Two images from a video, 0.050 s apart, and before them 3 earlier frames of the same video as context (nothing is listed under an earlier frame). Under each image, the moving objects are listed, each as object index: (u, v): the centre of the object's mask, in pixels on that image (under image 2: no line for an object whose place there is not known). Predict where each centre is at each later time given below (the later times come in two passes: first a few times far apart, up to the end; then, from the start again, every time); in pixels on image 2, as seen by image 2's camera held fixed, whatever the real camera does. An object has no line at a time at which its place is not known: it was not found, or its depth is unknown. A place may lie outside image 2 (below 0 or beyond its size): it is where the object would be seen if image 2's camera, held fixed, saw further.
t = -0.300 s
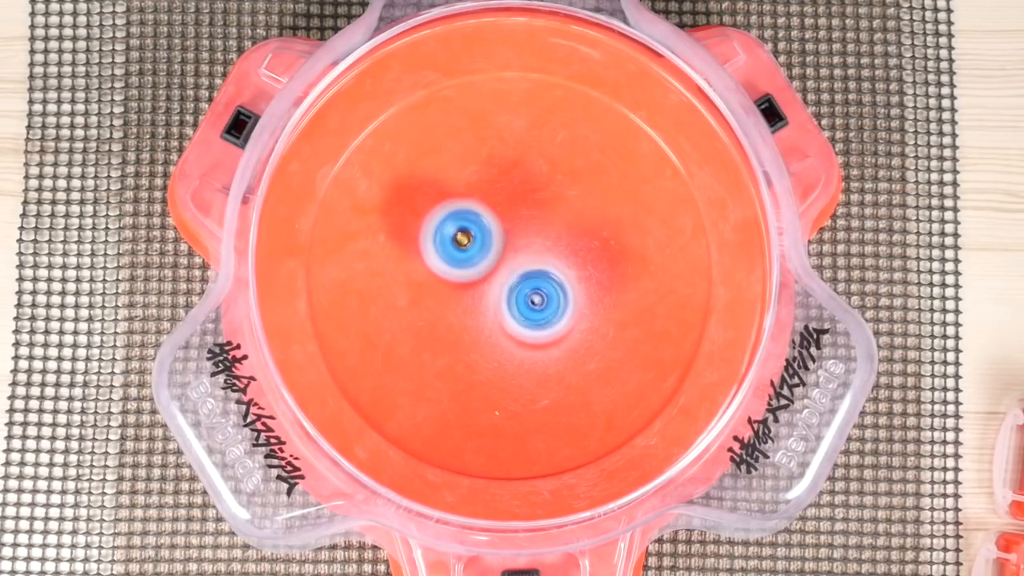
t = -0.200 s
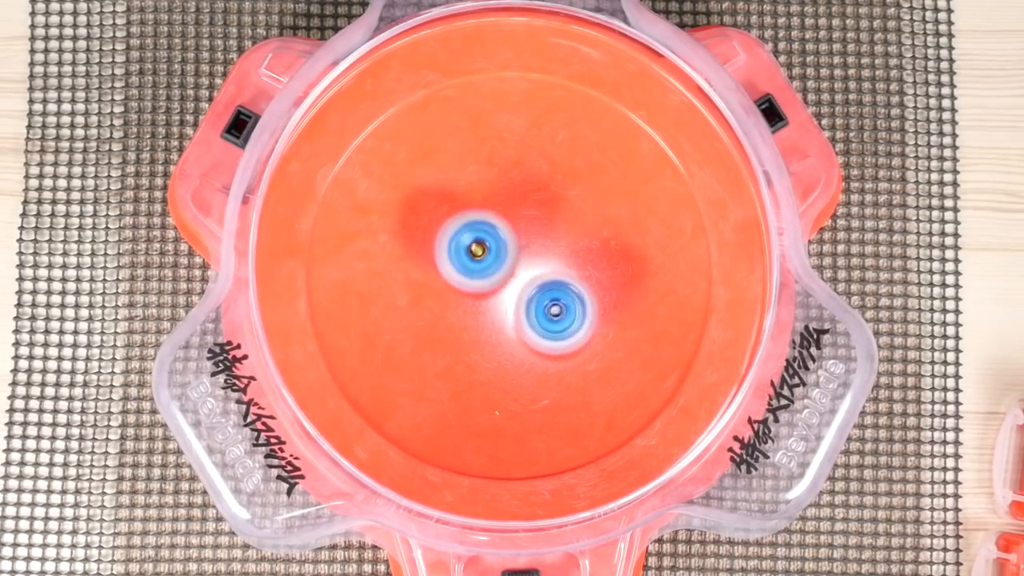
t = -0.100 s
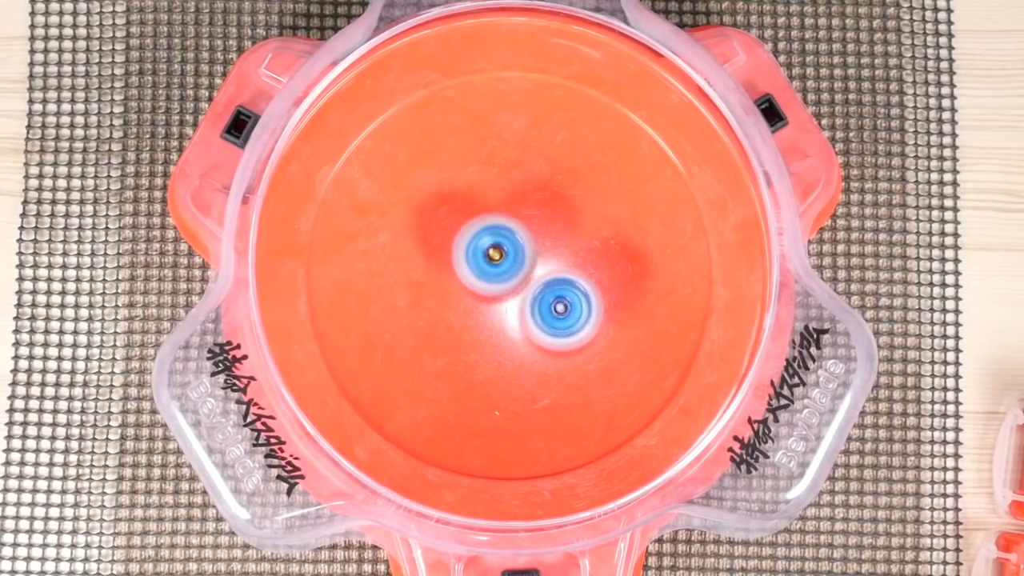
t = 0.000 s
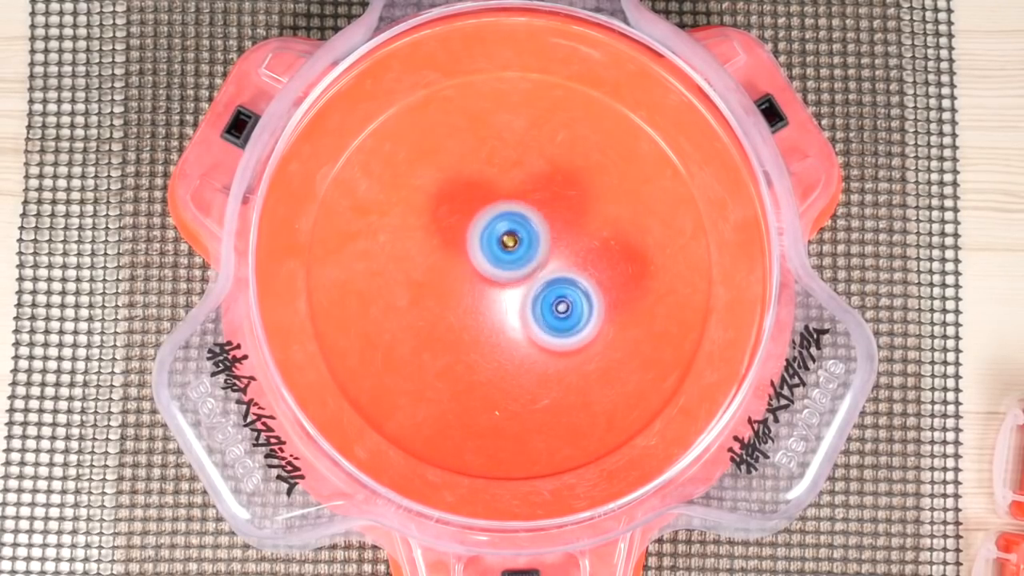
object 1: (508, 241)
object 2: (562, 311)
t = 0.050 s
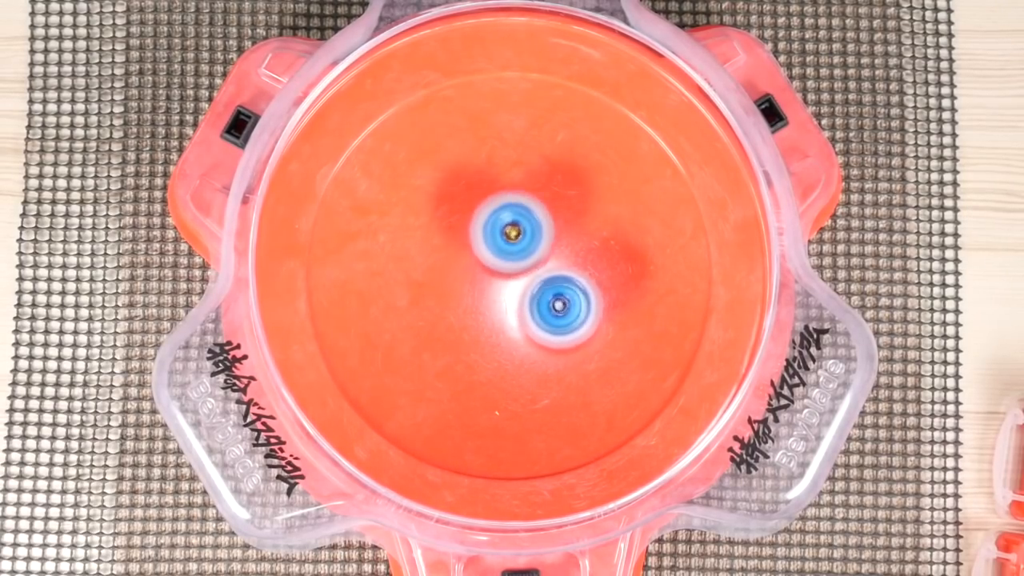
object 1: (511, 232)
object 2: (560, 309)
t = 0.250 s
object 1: (530, 234)
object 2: (535, 327)
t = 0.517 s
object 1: (541, 249)
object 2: (476, 314)
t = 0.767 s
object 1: (555, 284)
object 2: (482, 219)
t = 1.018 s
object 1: (497, 328)
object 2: (565, 270)
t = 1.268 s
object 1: (451, 245)
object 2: (509, 313)
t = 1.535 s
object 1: (550, 210)
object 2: (482, 263)
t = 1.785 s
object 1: (548, 349)
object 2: (518, 264)
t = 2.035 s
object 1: (439, 254)
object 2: (527, 266)
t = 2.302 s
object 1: (564, 240)
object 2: (504, 305)
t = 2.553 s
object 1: (509, 335)
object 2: (499, 245)
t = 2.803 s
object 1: (475, 235)
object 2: (545, 285)
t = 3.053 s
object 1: (563, 277)
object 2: (475, 283)
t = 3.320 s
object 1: (470, 300)
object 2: (543, 253)
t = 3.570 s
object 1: (532, 228)
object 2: (492, 307)
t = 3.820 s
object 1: (509, 324)
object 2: (504, 234)
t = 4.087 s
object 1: (495, 232)
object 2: (520, 317)
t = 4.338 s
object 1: (548, 299)
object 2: (488, 237)
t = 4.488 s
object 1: (478, 307)
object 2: (547, 255)
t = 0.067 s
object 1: (511, 226)
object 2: (553, 305)
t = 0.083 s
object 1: (507, 223)
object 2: (541, 304)
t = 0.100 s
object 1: (502, 224)
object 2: (530, 307)
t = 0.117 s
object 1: (502, 225)
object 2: (521, 308)
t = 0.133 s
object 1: (503, 229)
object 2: (515, 315)
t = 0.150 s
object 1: (509, 233)
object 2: (514, 327)
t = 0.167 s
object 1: (513, 237)
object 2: (517, 341)
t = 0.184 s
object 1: (520, 240)
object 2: (527, 350)
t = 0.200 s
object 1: (526, 240)
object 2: (538, 348)
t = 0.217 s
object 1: (530, 241)
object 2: (544, 340)
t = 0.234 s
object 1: (529, 243)
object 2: (542, 328)
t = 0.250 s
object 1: (530, 234)
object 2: (535, 327)
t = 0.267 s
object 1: (529, 235)
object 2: (525, 322)
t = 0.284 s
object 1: (527, 235)
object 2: (511, 321)
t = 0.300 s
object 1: (531, 238)
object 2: (501, 322)
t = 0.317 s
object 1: (533, 242)
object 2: (496, 327)
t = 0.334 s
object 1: (532, 246)
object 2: (493, 332)
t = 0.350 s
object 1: (532, 250)
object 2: (495, 338)
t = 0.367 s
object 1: (533, 256)
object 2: (500, 338)
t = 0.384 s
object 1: (537, 254)
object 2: (495, 340)
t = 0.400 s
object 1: (535, 258)
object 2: (493, 337)
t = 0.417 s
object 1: (536, 258)
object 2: (490, 336)
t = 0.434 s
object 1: (536, 258)
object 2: (490, 334)
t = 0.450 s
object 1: (537, 258)
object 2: (488, 330)
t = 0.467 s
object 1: (539, 254)
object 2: (483, 328)
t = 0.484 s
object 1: (538, 253)
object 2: (481, 322)
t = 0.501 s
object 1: (539, 251)
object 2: (479, 317)
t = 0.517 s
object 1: (541, 249)
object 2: (476, 314)
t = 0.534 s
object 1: (540, 248)
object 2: (477, 308)
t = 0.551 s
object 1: (543, 245)
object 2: (474, 306)
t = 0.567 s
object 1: (544, 242)
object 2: (468, 304)
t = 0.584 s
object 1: (544, 241)
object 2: (460, 294)
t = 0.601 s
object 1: (542, 242)
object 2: (453, 279)
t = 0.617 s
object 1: (540, 243)
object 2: (445, 265)
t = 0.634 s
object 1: (538, 245)
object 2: (439, 256)
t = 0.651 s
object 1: (536, 248)
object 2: (437, 254)
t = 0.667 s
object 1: (534, 251)
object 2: (444, 251)
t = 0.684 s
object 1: (537, 256)
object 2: (449, 246)
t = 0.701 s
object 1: (540, 262)
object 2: (455, 242)
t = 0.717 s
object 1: (548, 269)
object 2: (458, 236)
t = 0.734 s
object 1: (552, 275)
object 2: (465, 231)
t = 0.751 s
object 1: (555, 279)
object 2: (474, 225)
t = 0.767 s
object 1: (555, 284)
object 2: (482, 219)
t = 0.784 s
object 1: (554, 287)
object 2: (490, 211)
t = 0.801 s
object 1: (551, 291)
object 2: (498, 204)
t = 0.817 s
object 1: (548, 297)
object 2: (504, 201)
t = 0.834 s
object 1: (545, 301)
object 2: (510, 200)
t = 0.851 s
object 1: (541, 304)
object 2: (516, 204)
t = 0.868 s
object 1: (536, 310)
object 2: (522, 208)
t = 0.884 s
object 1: (531, 315)
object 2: (528, 214)
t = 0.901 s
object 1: (528, 319)
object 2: (535, 222)
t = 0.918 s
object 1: (524, 320)
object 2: (541, 230)
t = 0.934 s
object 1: (519, 322)
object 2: (548, 239)
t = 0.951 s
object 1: (515, 326)
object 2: (554, 245)
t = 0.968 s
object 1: (512, 327)
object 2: (558, 252)
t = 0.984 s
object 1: (506, 328)
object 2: (562, 258)
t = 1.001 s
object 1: (501, 329)
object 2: (564, 265)
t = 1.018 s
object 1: (497, 328)
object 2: (565, 270)
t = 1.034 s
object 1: (491, 327)
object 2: (567, 275)
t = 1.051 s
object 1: (486, 325)
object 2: (565, 279)
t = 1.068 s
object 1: (482, 322)
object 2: (563, 285)
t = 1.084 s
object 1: (476, 318)
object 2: (559, 290)
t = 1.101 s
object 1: (471, 315)
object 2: (557, 295)
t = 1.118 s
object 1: (465, 310)
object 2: (554, 300)
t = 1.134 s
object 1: (459, 305)
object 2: (548, 301)
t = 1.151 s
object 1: (454, 299)
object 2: (544, 304)
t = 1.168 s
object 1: (450, 293)
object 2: (537, 303)
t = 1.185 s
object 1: (447, 285)
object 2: (533, 305)
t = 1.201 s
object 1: (445, 279)
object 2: (530, 307)
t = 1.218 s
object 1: (445, 270)
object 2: (523, 314)
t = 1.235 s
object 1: (446, 263)
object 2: (519, 314)
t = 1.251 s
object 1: (449, 253)
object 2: (515, 315)
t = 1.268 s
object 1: (451, 245)
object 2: (509, 313)
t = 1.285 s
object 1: (455, 236)
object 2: (504, 311)
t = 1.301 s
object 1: (459, 229)
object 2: (499, 308)
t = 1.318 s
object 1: (464, 221)
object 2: (494, 304)
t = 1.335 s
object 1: (470, 216)
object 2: (489, 300)
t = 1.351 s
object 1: (475, 209)
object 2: (486, 295)
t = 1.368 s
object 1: (481, 204)
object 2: (484, 290)
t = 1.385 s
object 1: (486, 199)
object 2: (482, 286)
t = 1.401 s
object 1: (493, 195)
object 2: (480, 282)
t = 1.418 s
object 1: (500, 193)
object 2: (479, 277)
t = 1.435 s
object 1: (506, 190)
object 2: (480, 272)
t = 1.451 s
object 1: (514, 190)
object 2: (480, 270)
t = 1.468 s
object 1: (521, 190)
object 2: (480, 269)
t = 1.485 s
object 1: (529, 192)
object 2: (481, 267)
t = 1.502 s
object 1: (537, 197)
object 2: (481, 265)
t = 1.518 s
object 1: (543, 204)
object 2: (482, 264)
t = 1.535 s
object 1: (550, 210)
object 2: (482, 263)
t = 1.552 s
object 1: (557, 220)
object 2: (483, 264)
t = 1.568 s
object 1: (563, 232)
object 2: (484, 265)
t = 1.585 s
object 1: (567, 243)
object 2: (486, 266)
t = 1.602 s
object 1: (573, 253)
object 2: (488, 266)
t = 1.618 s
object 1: (577, 266)
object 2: (490, 265)
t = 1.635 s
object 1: (579, 279)
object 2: (493, 264)
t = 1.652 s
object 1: (580, 290)
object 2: (497, 263)
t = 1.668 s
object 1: (581, 299)
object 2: (500, 262)
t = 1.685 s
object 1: (581, 310)
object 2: (504, 262)
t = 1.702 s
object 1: (577, 319)
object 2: (506, 262)
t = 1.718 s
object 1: (572, 327)
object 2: (509, 262)
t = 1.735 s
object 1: (567, 335)
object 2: (511, 262)
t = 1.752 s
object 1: (563, 341)
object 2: (514, 263)
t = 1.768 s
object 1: (556, 346)
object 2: (516, 263)
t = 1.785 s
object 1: (548, 349)
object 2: (518, 264)
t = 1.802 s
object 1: (539, 350)
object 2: (521, 264)
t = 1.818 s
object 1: (530, 350)
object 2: (523, 263)
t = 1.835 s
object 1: (520, 348)
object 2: (525, 261)
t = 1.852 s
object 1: (510, 344)
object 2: (526, 259)
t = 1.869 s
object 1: (499, 339)
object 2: (527, 256)
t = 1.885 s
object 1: (488, 332)
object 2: (527, 254)
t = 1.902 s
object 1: (477, 324)
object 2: (527, 253)
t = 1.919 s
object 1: (468, 316)
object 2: (526, 252)
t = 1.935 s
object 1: (459, 308)
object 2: (525, 252)
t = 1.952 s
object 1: (451, 299)
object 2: (525, 252)
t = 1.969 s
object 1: (446, 290)
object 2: (524, 253)
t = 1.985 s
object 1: (441, 280)
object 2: (525, 254)
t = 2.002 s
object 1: (439, 271)
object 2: (526, 257)
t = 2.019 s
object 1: (439, 263)
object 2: (526, 261)
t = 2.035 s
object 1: (439, 254)
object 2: (527, 266)
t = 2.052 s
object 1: (442, 246)
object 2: (528, 271)
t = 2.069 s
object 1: (446, 238)
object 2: (530, 275)
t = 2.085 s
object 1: (451, 232)
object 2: (531, 278)
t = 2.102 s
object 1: (457, 226)
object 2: (531, 280)
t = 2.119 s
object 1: (465, 221)
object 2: (529, 283)
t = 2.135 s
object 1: (472, 216)
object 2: (526, 285)
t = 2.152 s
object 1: (481, 213)
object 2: (523, 287)
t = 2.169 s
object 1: (489, 210)
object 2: (523, 292)
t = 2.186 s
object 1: (498, 209)
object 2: (522, 294)
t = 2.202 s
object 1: (508, 211)
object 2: (521, 295)
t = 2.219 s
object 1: (518, 213)
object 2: (518, 298)
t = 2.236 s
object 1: (528, 216)
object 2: (516, 300)
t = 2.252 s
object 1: (538, 220)
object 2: (514, 303)
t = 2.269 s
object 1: (547, 226)
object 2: (511, 305)
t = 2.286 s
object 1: (556, 233)
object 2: (507, 305)
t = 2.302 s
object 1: (564, 240)
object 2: (504, 305)
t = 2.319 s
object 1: (570, 248)
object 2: (501, 304)
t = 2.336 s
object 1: (574, 257)
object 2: (498, 301)
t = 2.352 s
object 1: (576, 266)
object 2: (493, 297)
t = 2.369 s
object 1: (576, 275)
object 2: (490, 293)
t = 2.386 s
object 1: (576, 284)
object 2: (488, 289)
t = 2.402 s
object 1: (573, 293)
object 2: (486, 283)
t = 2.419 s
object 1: (571, 302)
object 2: (484, 278)
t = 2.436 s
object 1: (566, 309)
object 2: (484, 272)
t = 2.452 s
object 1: (560, 316)
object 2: (484, 266)
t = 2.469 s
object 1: (552, 321)
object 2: (484, 260)
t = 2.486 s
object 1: (544, 327)
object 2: (487, 256)
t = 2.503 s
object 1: (536, 332)
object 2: (489, 252)
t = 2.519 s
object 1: (527, 335)
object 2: (492, 248)
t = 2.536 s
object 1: (519, 336)
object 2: (496, 247)
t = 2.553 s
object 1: (509, 335)
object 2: (499, 245)
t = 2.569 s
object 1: (499, 333)
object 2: (503, 243)
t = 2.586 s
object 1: (490, 331)
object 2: (508, 242)
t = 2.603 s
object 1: (482, 327)
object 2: (514, 242)
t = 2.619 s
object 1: (476, 321)
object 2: (518, 244)
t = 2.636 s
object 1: (469, 314)
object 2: (524, 245)
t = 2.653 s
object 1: (462, 306)
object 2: (527, 247)
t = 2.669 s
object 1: (458, 299)
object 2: (531, 251)
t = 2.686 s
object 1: (457, 291)
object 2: (535, 254)
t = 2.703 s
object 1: (455, 282)
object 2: (537, 258)
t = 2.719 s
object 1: (454, 274)
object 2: (540, 261)
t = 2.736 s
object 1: (456, 266)
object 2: (542, 264)
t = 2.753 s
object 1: (459, 257)
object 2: (543, 270)
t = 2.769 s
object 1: (463, 249)
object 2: (545, 274)
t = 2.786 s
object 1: (468, 242)
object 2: (545, 280)
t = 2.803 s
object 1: (475, 235)
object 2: (545, 285)
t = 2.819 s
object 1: (482, 229)
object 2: (543, 291)
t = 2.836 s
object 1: (490, 225)
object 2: (542, 296)
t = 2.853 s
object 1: (499, 222)
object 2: (537, 300)
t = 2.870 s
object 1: (508, 220)
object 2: (535, 304)
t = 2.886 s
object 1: (515, 220)
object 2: (529, 307)
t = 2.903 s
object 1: (524, 222)
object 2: (523, 310)
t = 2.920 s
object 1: (532, 223)
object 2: (516, 310)
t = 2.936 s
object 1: (539, 227)
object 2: (509, 311)
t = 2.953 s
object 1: (546, 233)
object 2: (502, 309)
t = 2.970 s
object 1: (552, 237)
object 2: (496, 307)
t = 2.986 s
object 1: (555, 244)
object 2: (491, 304)
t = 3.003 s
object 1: (560, 253)
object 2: (486, 300)
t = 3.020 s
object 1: (562, 260)
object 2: (481, 294)
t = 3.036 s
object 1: (562, 269)
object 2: (477, 290)
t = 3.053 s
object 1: (563, 277)
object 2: (475, 283)
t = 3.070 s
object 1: (561, 286)
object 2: (474, 277)
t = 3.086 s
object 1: (557, 294)
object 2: (473, 270)
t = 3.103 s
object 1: (553, 301)
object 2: (475, 263)
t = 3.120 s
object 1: (547, 307)
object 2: (476, 257)
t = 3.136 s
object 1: (543, 313)
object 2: (480, 252)
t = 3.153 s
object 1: (534, 319)
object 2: (484, 247)
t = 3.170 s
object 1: (527, 324)
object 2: (489, 242)
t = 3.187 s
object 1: (518, 325)
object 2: (494, 239)
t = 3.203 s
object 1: (509, 327)
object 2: (499, 236)
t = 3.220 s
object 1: (502, 326)
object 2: (506, 236)
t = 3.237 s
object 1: (493, 326)
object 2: (512, 236)
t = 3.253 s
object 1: (488, 322)
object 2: (519, 238)
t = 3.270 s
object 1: (481, 318)
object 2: (525, 242)
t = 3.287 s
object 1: (476, 313)
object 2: (532, 244)
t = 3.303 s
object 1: (472, 307)
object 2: (539, 248)
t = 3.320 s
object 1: (470, 300)
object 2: (543, 253)
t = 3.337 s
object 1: (467, 292)
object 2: (547, 258)
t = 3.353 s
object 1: (466, 285)
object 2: (550, 266)
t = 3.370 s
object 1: (466, 275)
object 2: (552, 272)
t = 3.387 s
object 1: (469, 266)
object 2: (555, 279)
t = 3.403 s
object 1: (471, 256)
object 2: (553, 286)
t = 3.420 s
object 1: (476, 249)
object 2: (551, 291)
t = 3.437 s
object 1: (479, 241)
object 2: (549, 297)
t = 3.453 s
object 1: (487, 234)
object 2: (543, 302)
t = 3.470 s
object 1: (493, 228)
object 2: (539, 303)
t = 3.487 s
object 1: (501, 224)
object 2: (532, 309)
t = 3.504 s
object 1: (507, 222)
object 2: (522, 312)
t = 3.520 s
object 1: (514, 221)
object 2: (514, 312)
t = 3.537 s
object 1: (520, 223)
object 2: (507, 312)
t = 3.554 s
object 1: (526, 223)
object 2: (499, 310)
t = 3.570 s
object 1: (532, 228)
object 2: (492, 307)
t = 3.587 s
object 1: (537, 232)
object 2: (486, 302)
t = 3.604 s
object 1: (543, 238)
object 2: (480, 299)
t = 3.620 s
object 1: (545, 246)
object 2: (473, 294)
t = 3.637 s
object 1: (549, 253)
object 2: (468, 288)
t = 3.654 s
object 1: (549, 263)
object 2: (465, 283)
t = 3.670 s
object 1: (548, 271)
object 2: (462, 277)
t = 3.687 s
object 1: (548, 280)
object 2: (461, 270)
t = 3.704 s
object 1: (544, 289)
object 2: (462, 263)
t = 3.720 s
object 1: (541, 296)
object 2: (466, 257)
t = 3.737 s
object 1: (538, 301)
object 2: (470, 251)
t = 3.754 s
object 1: (532, 312)
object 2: (475, 245)
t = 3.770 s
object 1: (527, 317)
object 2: (480, 239)
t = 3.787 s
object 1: (520, 321)
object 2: (488, 235)
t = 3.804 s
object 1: (514, 322)
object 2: (496, 234)
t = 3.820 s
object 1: (509, 324)
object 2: (504, 234)
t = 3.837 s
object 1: (501, 323)
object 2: (512, 234)
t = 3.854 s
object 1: (494, 321)
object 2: (521, 236)
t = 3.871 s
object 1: (489, 318)
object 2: (530, 240)
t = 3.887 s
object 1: (483, 315)
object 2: (538, 244)
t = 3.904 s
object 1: (477, 309)
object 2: (544, 250)
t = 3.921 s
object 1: (475, 303)
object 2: (549, 256)
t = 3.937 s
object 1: (472, 297)
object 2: (553, 262)
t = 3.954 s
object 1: (470, 288)
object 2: (556, 270)
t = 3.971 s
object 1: (470, 280)
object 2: (557, 278)
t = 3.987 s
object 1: (471, 272)
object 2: (554, 285)
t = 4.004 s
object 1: (472, 264)
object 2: (552, 292)
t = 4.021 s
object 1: (474, 255)
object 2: (549, 299)
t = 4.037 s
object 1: (479, 248)
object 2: (545, 304)
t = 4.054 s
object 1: (483, 243)
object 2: (538, 311)
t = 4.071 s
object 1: (488, 237)
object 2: (530, 315)
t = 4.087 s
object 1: (495, 232)
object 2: (520, 317)
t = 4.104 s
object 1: (503, 231)
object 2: (511, 317)
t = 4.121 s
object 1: (510, 231)
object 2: (503, 316)
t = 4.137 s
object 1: (516, 230)
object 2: (494, 314)
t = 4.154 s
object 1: (524, 230)
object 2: (487, 310)
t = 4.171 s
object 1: (532, 233)
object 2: (480, 304)
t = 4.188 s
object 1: (538, 237)
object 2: (475, 298)
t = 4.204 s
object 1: (543, 242)
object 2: (471, 291)
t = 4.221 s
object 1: (547, 247)
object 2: (470, 283)
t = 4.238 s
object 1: (552, 252)
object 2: (468, 275)
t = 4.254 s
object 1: (555, 260)
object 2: (468, 267)
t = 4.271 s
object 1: (557, 269)
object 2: (467, 259)
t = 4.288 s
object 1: (556, 276)
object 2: (470, 252)
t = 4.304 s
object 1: (554, 284)
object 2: (475, 247)
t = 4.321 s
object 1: (552, 291)
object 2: (481, 242)
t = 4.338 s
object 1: (548, 299)
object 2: (488, 237)
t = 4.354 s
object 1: (543, 305)
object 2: (494, 233)
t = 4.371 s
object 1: (537, 310)
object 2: (502, 231)
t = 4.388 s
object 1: (528, 316)
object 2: (510, 229)
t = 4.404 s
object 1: (519, 318)
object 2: (518, 229)
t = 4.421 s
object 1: (510, 317)
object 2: (526, 231)
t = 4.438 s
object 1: (502, 316)
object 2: (533, 235)
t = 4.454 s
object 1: (494, 315)
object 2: (539, 240)
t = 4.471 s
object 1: (485, 312)
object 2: (543, 247)
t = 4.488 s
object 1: (478, 307)
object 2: (547, 255)
